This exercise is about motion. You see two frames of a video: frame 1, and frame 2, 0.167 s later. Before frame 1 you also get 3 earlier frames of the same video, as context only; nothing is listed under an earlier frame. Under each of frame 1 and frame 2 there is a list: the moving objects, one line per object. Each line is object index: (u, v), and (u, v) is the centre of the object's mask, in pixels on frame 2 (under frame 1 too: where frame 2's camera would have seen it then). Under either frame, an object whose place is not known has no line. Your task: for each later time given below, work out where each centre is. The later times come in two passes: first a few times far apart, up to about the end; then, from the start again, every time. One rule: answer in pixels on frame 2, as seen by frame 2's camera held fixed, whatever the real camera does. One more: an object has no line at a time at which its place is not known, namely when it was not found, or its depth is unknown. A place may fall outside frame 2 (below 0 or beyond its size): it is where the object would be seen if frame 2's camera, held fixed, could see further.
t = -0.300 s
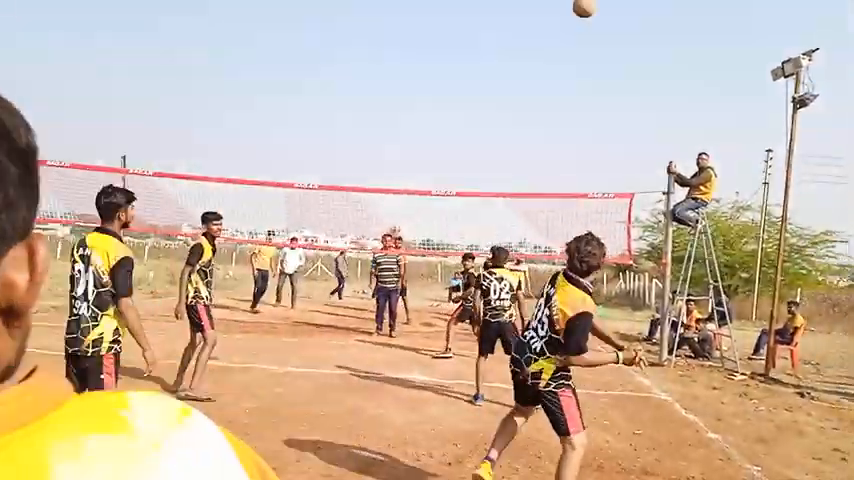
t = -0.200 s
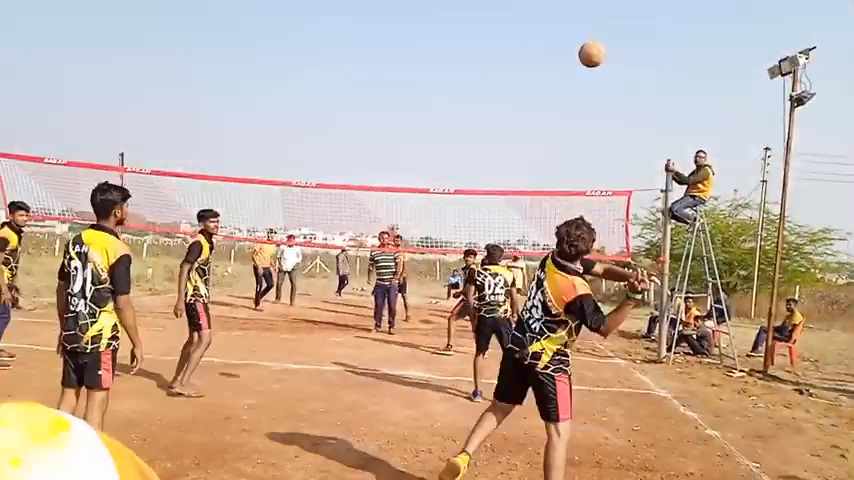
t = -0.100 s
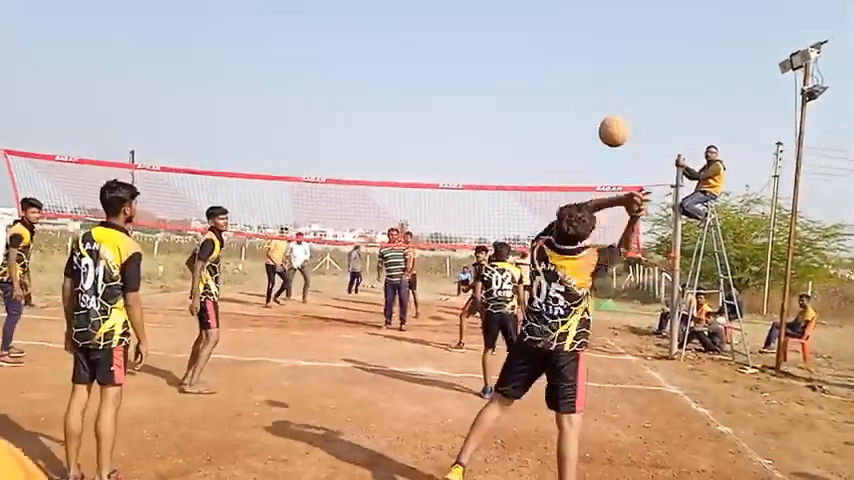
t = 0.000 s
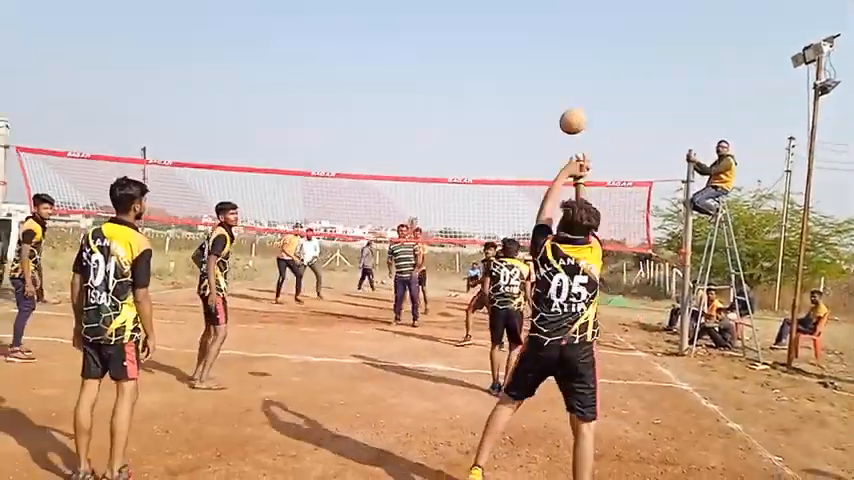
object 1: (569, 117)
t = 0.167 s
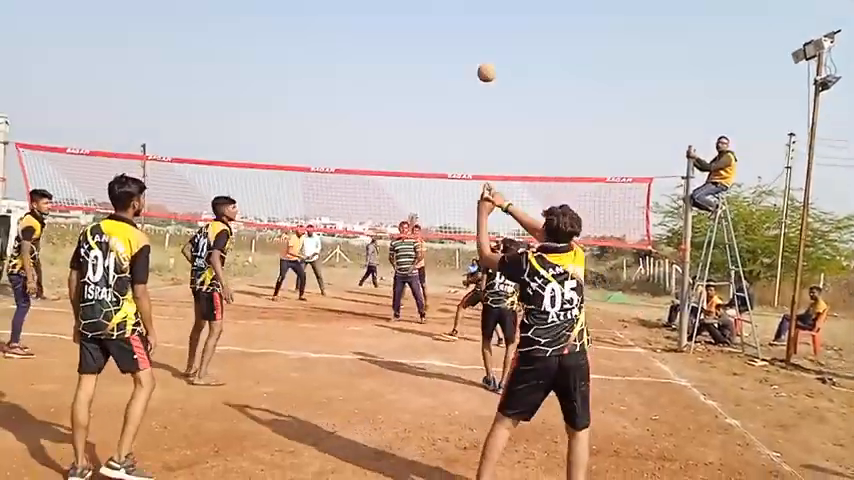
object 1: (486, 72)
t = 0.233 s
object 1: (464, 69)
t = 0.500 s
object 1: (412, 99)
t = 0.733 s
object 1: (389, 149)
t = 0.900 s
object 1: (378, 193)
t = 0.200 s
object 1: (474, 70)
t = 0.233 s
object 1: (464, 69)
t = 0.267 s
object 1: (456, 72)
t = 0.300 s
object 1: (448, 73)
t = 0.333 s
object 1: (442, 74)
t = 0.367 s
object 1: (434, 78)
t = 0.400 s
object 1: (427, 84)
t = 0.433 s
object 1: (421, 89)
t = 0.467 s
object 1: (416, 94)
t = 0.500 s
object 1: (412, 99)
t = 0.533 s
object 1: (408, 105)
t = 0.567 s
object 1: (404, 112)
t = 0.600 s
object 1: (401, 119)
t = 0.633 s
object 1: (397, 127)
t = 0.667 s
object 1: (394, 134)
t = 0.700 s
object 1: (391, 142)
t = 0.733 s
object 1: (389, 149)
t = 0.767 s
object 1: (386, 158)
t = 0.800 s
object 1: (383, 167)
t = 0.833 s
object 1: (383, 178)
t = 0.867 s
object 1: (380, 185)
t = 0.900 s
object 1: (378, 193)
